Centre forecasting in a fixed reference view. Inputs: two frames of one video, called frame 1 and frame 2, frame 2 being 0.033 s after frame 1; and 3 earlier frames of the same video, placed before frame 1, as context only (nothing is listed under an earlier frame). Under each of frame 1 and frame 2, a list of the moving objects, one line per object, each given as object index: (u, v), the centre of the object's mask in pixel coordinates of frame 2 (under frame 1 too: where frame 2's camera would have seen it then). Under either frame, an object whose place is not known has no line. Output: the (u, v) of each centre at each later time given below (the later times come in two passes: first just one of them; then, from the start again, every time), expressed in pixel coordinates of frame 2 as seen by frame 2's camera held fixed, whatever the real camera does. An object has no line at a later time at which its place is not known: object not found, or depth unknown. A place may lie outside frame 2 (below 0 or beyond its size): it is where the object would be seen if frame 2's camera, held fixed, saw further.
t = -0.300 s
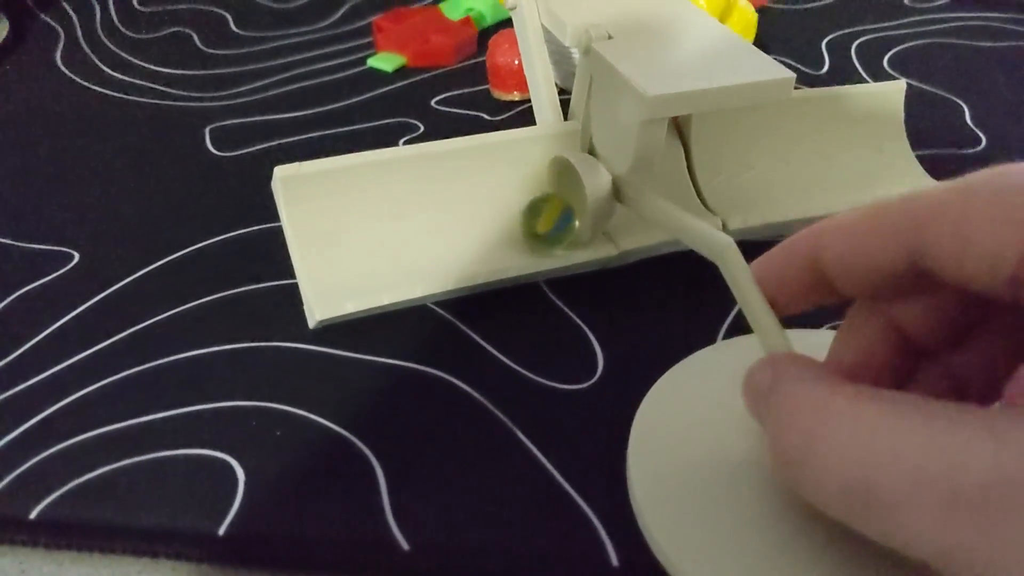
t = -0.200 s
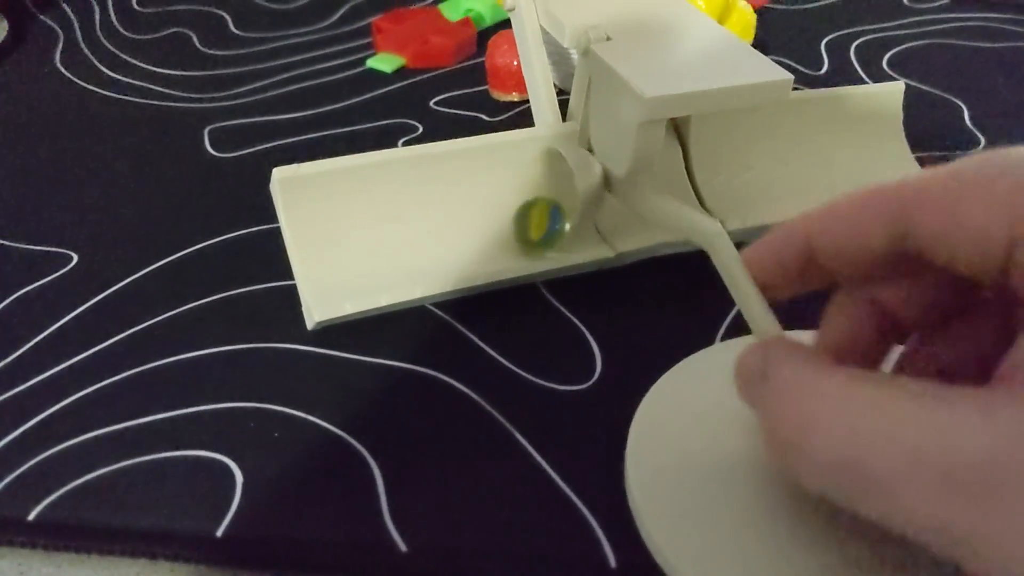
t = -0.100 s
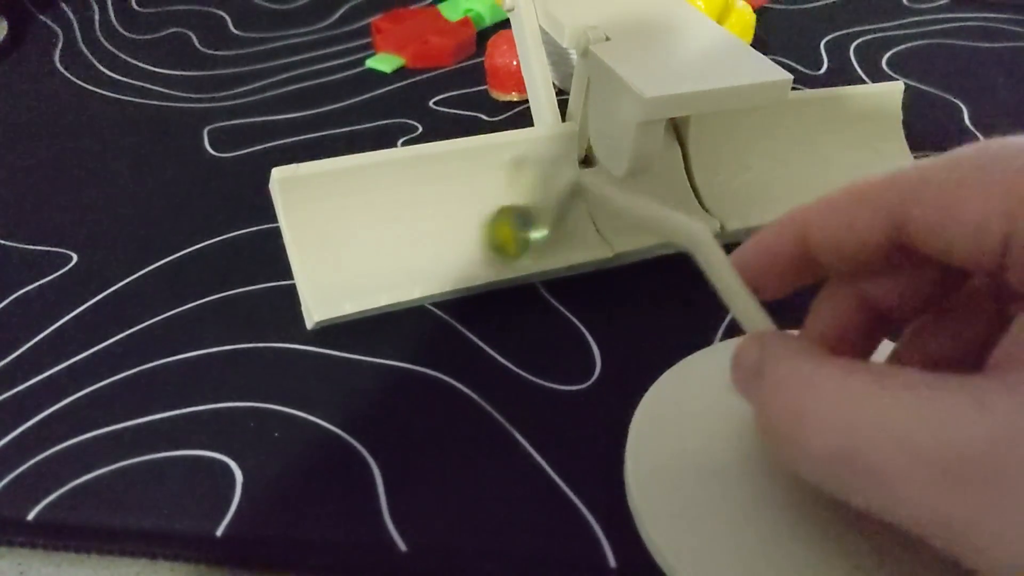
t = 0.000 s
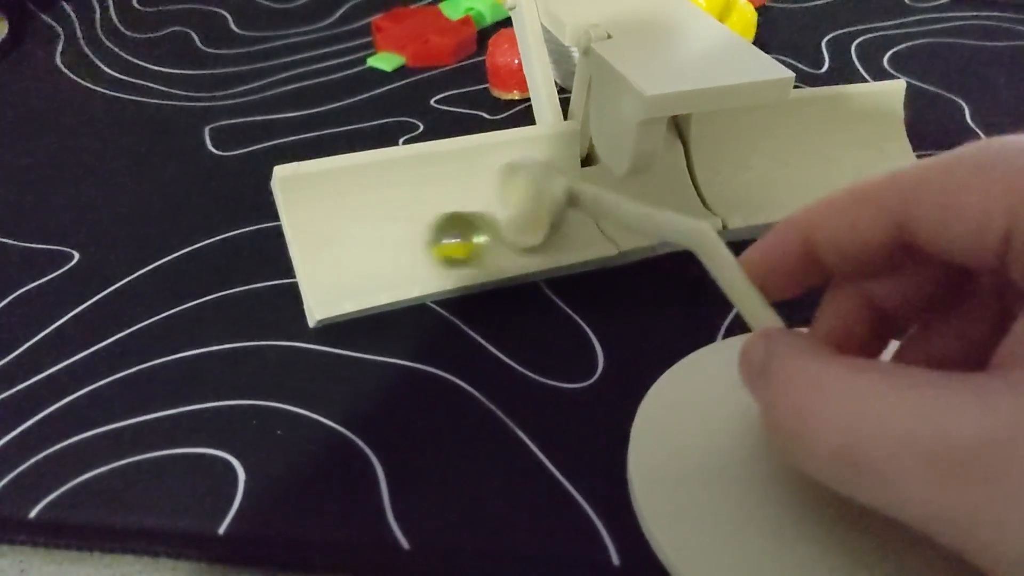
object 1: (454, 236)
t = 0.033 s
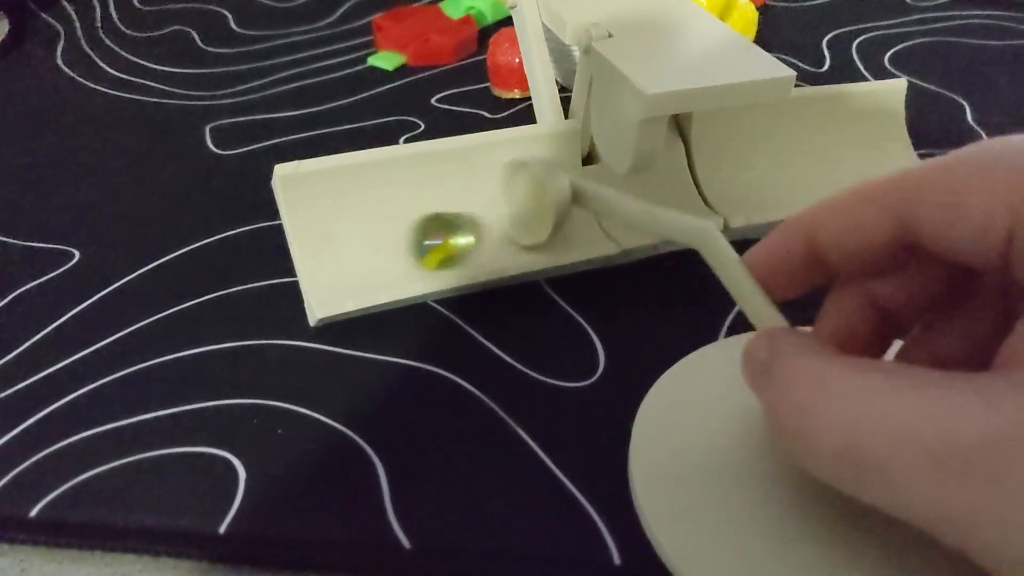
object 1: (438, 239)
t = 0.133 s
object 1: (380, 244)
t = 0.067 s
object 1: (419, 243)
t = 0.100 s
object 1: (405, 245)
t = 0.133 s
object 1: (380, 244)
